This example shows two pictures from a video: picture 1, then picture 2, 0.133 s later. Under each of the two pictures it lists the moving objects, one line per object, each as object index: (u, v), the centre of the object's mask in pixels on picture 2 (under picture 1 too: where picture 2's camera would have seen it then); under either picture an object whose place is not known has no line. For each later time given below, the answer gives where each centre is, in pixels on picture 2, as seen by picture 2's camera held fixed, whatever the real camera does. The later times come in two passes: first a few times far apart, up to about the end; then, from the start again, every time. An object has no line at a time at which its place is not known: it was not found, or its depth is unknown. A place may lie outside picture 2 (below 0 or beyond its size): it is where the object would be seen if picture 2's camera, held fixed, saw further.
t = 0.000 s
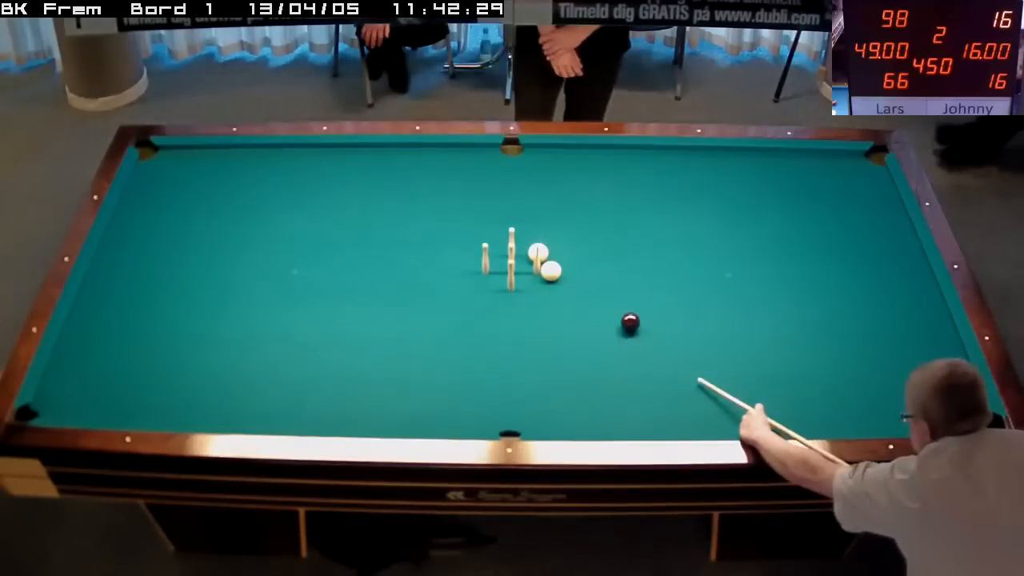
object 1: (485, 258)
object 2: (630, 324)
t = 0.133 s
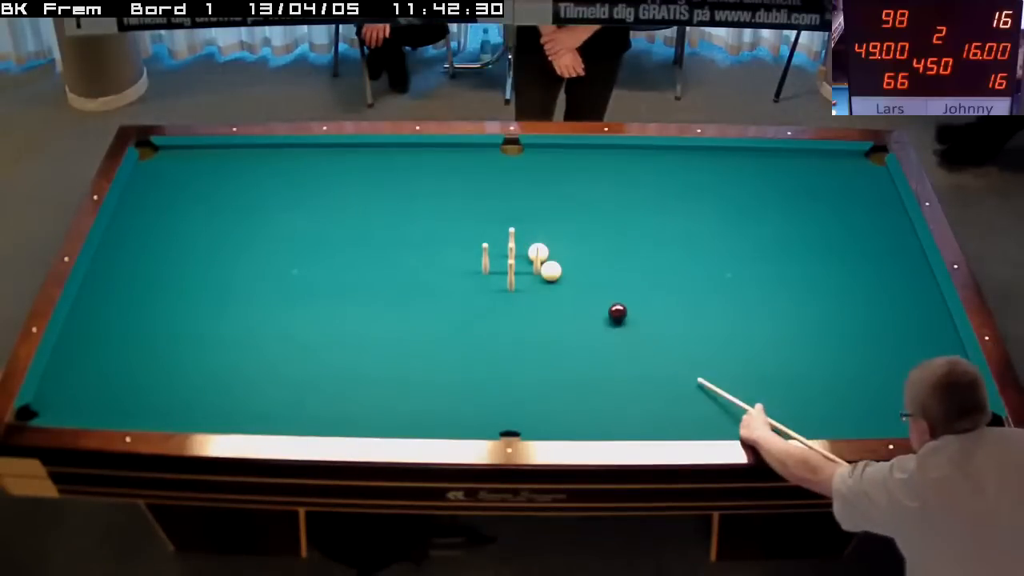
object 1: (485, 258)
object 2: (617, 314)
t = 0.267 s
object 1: (485, 258)
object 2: (605, 304)
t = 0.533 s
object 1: (485, 258)
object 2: (581, 286)
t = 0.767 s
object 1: (485, 258)
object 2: (569, 273)
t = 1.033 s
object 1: (485, 258)
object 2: (568, 262)
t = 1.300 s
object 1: (485, 258)
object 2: (567, 252)
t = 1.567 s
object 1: (478, 256)
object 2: (566, 242)
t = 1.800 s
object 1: (464, 262)
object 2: (565, 235)
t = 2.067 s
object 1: (461, 263)
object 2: (564, 227)
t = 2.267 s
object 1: (461, 263)
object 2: (564, 222)
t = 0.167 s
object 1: (485, 258)
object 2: (614, 312)
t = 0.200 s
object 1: (485, 258)
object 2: (611, 309)
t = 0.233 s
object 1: (485, 258)
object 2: (608, 307)
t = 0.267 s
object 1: (485, 258)
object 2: (605, 304)
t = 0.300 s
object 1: (485, 258)
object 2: (602, 302)
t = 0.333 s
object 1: (485, 258)
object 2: (599, 300)
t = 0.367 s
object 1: (485, 258)
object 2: (596, 297)
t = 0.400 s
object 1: (485, 258)
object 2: (593, 295)
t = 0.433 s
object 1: (485, 258)
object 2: (590, 292)
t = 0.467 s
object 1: (485, 258)
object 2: (587, 291)
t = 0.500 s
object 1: (485, 258)
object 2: (584, 288)
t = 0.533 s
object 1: (485, 258)
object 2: (581, 286)
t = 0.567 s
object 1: (485, 258)
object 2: (578, 284)
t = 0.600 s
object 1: (485, 258)
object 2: (576, 281)
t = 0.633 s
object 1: (485, 258)
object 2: (573, 279)
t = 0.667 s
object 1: (485, 258)
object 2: (570, 277)
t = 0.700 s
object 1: (485, 258)
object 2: (570, 275)
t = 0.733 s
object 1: (485, 258)
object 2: (569, 274)
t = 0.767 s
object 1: (485, 258)
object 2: (569, 273)
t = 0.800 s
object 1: (485, 258)
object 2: (569, 271)
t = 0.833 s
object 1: (485, 258)
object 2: (569, 270)
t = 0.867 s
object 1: (485, 258)
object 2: (569, 268)
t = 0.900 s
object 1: (485, 258)
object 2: (569, 267)
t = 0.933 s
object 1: (485, 258)
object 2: (569, 266)
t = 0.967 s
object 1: (485, 258)
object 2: (568, 264)
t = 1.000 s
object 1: (485, 258)
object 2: (568, 263)
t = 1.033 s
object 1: (485, 258)
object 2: (568, 262)
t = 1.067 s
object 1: (485, 258)
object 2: (568, 260)
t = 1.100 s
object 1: (485, 258)
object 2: (568, 259)
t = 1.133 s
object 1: (485, 258)
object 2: (568, 258)
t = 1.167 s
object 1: (485, 258)
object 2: (568, 256)
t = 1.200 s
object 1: (485, 259)
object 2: (567, 255)
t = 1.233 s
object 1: (485, 259)
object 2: (567, 254)
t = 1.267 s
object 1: (485, 259)
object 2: (567, 253)
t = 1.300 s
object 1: (485, 258)
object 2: (567, 252)
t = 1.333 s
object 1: (485, 259)
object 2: (567, 250)
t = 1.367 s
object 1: (485, 259)
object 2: (567, 249)
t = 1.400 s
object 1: (485, 258)
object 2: (567, 248)
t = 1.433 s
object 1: (485, 258)
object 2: (567, 247)
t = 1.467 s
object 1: (483, 258)
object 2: (567, 245)
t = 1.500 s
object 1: (482, 257)
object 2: (566, 244)
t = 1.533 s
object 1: (479, 253)
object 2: (566, 243)
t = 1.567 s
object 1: (478, 256)
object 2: (566, 242)
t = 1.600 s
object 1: (474, 256)
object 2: (566, 241)
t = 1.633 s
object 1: (470, 257)
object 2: (566, 240)
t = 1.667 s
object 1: (467, 262)
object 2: (566, 239)
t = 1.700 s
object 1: (466, 263)
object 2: (566, 238)
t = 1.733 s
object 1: (465, 261)
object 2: (566, 237)
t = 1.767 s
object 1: (465, 260)
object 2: (566, 236)
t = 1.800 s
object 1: (464, 262)
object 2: (565, 235)
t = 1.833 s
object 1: (463, 263)
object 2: (565, 234)
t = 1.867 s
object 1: (462, 262)
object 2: (565, 233)
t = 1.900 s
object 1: (462, 262)
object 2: (565, 232)
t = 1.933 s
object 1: (462, 263)
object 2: (565, 231)
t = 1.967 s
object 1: (462, 263)
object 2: (565, 230)
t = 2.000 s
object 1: (462, 263)
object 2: (565, 229)
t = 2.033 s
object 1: (462, 263)
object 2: (565, 228)
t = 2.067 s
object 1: (461, 263)
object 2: (564, 227)
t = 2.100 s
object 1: (461, 263)
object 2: (564, 226)
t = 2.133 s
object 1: (461, 263)
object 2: (564, 226)
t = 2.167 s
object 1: (461, 263)
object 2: (564, 225)
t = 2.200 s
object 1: (461, 263)
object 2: (564, 224)
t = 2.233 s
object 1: (461, 263)
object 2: (564, 223)
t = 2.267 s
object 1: (461, 263)
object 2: (564, 222)
